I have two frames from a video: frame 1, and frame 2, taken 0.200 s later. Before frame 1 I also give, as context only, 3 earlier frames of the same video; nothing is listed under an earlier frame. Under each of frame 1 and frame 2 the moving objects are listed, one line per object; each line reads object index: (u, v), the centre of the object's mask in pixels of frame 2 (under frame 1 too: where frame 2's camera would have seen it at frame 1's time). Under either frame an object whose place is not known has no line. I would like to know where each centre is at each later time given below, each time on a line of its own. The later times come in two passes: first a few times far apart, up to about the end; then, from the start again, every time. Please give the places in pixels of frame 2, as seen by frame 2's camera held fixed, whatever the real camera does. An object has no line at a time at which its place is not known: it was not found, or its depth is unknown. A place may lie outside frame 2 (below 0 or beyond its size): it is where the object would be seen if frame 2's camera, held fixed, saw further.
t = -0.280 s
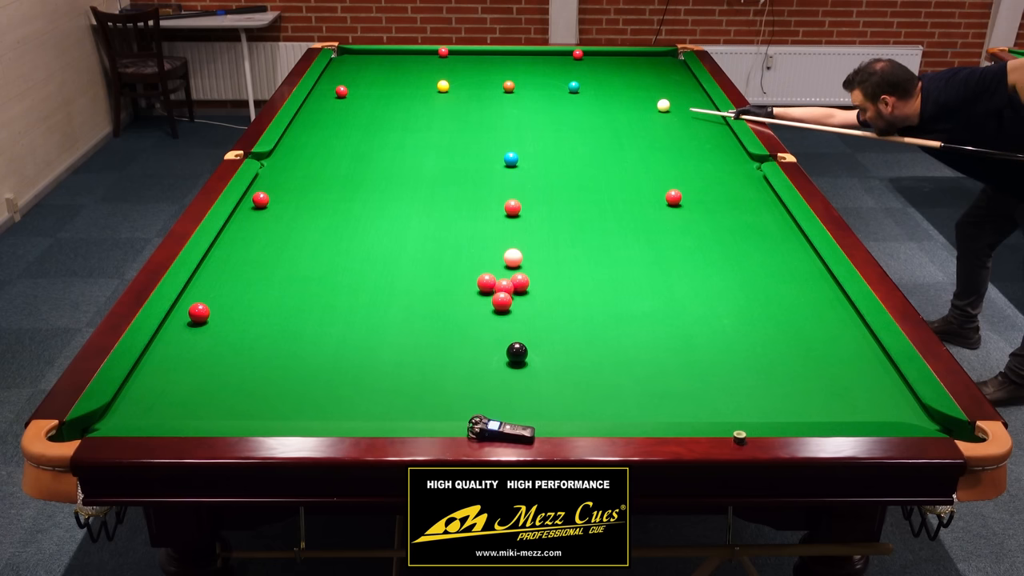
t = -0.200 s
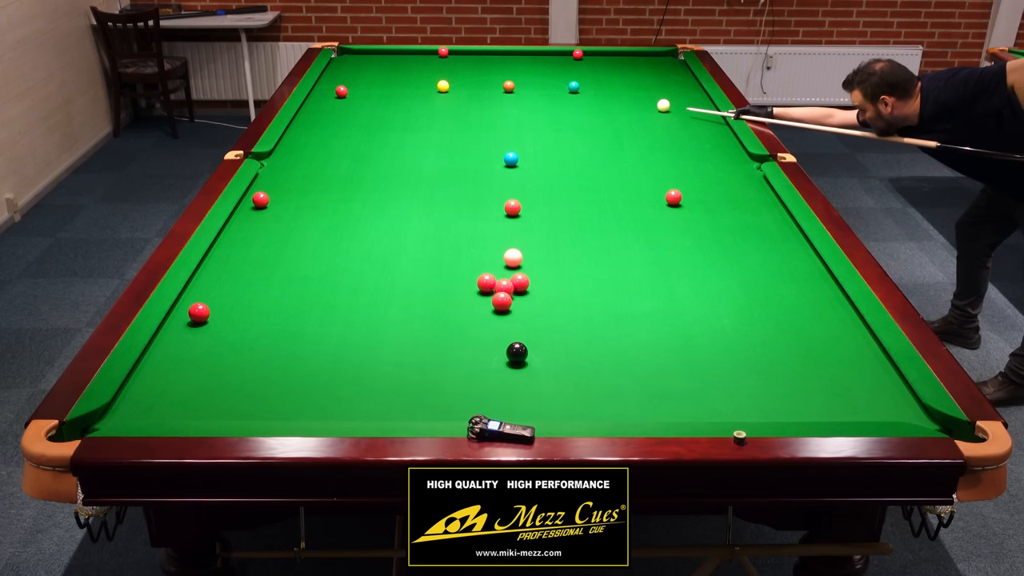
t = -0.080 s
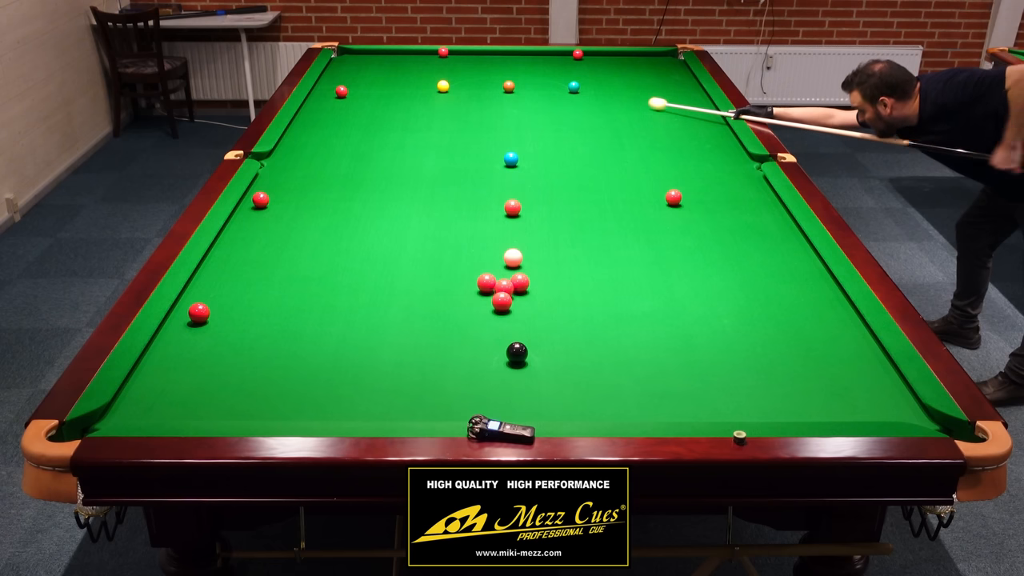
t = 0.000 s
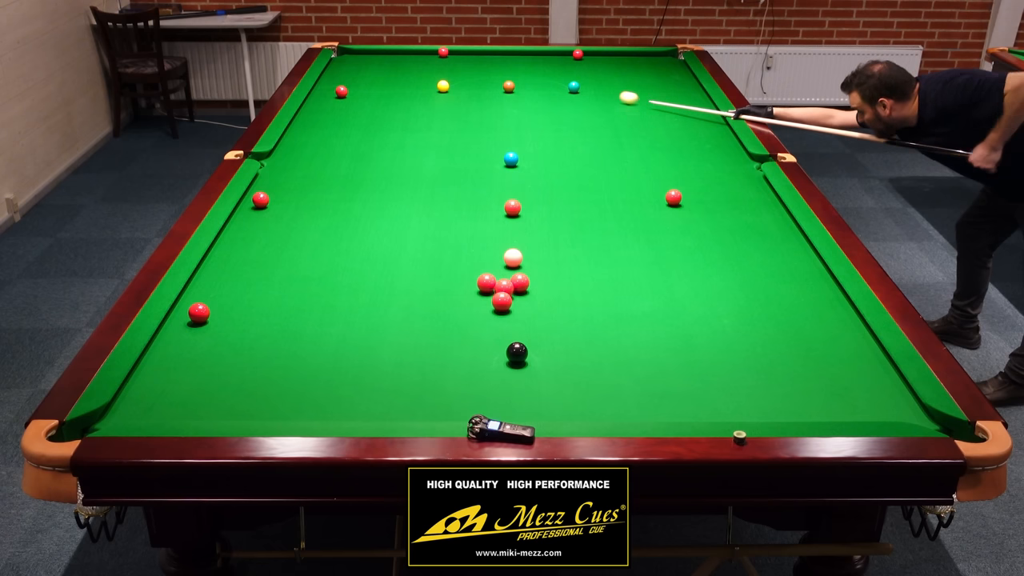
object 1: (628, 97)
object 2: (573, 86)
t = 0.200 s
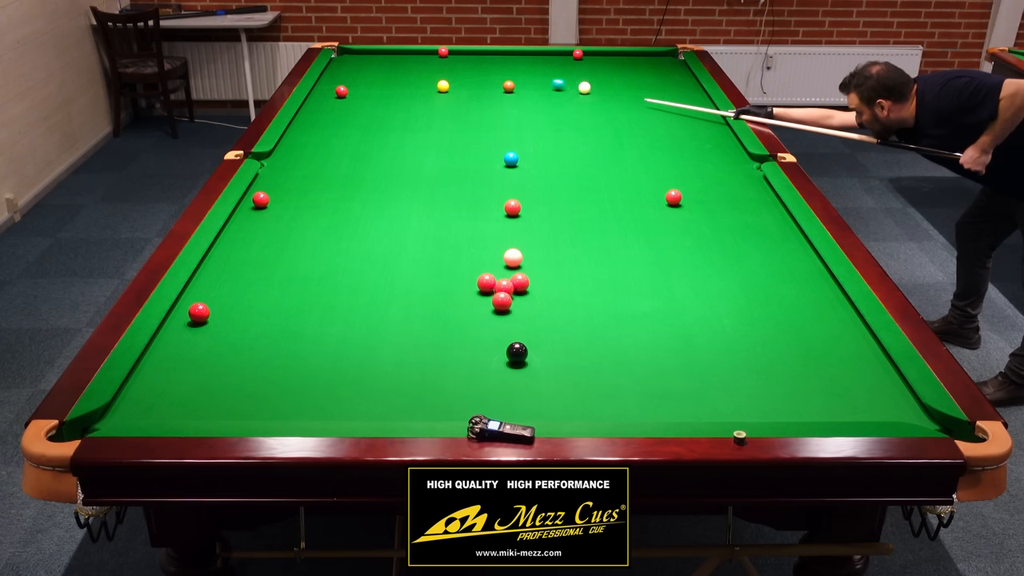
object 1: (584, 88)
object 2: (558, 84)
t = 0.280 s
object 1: (583, 86)
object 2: (537, 81)
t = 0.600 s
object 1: (567, 79)
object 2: (474, 71)
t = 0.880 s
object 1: (554, 74)
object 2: (427, 63)
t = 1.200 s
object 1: (540, 68)
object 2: (378, 56)
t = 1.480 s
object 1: (529, 64)
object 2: (339, 50)
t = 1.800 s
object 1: (518, 59)
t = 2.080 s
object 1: (509, 55)
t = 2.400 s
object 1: (501, 52)
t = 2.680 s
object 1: (496, 53)
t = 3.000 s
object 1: (492, 55)
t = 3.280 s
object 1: (488, 56)
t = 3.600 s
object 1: (485, 57)
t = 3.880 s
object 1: (484, 58)
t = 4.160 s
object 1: (483, 58)
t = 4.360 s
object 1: (482, 58)
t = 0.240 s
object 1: (584, 87)
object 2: (547, 82)
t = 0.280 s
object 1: (583, 86)
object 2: (537, 81)
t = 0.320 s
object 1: (581, 85)
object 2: (528, 79)
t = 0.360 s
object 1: (579, 84)
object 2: (519, 78)
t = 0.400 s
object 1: (577, 83)
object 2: (510, 76)
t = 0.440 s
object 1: (575, 83)
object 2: (502, 75)
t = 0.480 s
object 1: (573, 82)
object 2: (495, 74)
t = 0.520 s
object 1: (571, 81)
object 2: (488, 73)
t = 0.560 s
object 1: (569, 80)
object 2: (481, 72)
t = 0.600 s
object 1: (567, 79)
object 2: (474, 71)
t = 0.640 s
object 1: (565, 79)
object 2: (467, 70)
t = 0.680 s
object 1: (563, 78)
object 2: (460, 69)
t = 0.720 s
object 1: (561, 77)
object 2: (453, 68)
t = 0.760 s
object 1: (559, 76)
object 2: (447, 66)
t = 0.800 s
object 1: (557, 75)
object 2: (441, 66)
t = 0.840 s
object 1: (555, 75)
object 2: (434, 65)
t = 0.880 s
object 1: (554, 74)
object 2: (427, 63)
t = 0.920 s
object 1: (552, 73)
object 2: (421, 62)
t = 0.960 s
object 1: (550, 72)
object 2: (415, 62)
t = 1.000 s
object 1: (548, 71)
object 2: (408, 61)
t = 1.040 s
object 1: (546, 71)
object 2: (402, 60)
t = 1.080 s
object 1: (545, 70)
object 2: (396, 59)
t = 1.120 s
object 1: (543, 69)
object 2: (390, 58)
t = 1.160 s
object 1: (541, 69)
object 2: (384, 57)
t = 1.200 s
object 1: (540, 68)
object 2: (378, 56)
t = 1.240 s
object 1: (538, 67)
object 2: (372, 55)
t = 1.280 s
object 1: (537, 67)
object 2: (367, 54)
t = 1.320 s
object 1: (535, 66)
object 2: (361, 53)
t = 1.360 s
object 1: (534, 65)
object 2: (355, 53)
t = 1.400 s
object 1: (532, 65)
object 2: (350, 52)
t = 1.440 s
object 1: (531, 64)
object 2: (344, 51)
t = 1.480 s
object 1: (529, 64)
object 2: (339, 50)
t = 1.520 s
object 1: (528, 63)
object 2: (335, 51)
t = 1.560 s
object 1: (526, 62)
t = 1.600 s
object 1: (525, 62)
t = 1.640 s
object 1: (523, 61)
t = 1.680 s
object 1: (522, 61)
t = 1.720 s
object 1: (521, 60)
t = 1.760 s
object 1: (519, 60)
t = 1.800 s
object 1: (518, 59)
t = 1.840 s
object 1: (517, 58)
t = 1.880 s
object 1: (515, 58)
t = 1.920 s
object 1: (514, 58)
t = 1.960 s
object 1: (513, 57)
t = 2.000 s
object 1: (512, 57)
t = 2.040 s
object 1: (511, 56)
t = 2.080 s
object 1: (509, 55)
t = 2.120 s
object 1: (508, 55)
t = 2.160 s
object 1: (507, 54)
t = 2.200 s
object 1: (506, 54)
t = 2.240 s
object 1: (505, 54)
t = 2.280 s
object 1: (504, 53)
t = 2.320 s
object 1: (503, 53)
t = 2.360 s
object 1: (502, 52)
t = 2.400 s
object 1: (501, 52)
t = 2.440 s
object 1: (500, 52)
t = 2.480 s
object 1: (499, 52)
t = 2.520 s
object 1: (499, 53)
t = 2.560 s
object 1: (498, 53)
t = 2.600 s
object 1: (498, 53)
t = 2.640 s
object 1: (497, 53)
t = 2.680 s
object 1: (496, 53)
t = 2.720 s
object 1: (496, 54)
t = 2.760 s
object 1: (495, 54)
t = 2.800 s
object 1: (494, 54)
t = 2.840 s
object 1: (494, 54)
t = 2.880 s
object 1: (493, 54)
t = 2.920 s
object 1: (493, 55)
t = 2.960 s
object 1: (492, 55)
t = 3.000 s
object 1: (492, 55)
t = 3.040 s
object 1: (491, 55)
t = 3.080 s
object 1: (491, 55)
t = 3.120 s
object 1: (490, 55)
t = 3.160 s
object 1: (490, 55)
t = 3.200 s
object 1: (489, 56)
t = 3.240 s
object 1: (489, 56)
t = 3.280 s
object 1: (488, 56)
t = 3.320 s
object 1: (488, 56)
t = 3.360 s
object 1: (487, 56)
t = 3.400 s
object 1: (487, 56)
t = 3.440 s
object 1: (487, 56)
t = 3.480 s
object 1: (486, 57)
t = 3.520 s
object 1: (486, 57)
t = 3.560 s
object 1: (486, 57)
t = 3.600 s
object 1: (485, 57)
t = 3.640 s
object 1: (485, 57)
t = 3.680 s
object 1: (485, 57)
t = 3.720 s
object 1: (485, 57)
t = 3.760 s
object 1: (484, 57)
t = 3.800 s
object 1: (484, 57)
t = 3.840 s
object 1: (484, 57)
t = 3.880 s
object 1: (484, 58)
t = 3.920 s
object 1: (484, 58)
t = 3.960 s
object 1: (483, 58)
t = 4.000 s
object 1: (483, 58)
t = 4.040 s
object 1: (483, 58)
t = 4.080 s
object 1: (483, 58)
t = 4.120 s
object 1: (483, 58)
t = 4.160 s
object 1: (483, 58)
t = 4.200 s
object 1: (483, 58)
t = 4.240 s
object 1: (483, 58)
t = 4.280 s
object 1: (482, 58)
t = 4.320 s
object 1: (482, 58)
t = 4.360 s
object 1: (482, 58)
